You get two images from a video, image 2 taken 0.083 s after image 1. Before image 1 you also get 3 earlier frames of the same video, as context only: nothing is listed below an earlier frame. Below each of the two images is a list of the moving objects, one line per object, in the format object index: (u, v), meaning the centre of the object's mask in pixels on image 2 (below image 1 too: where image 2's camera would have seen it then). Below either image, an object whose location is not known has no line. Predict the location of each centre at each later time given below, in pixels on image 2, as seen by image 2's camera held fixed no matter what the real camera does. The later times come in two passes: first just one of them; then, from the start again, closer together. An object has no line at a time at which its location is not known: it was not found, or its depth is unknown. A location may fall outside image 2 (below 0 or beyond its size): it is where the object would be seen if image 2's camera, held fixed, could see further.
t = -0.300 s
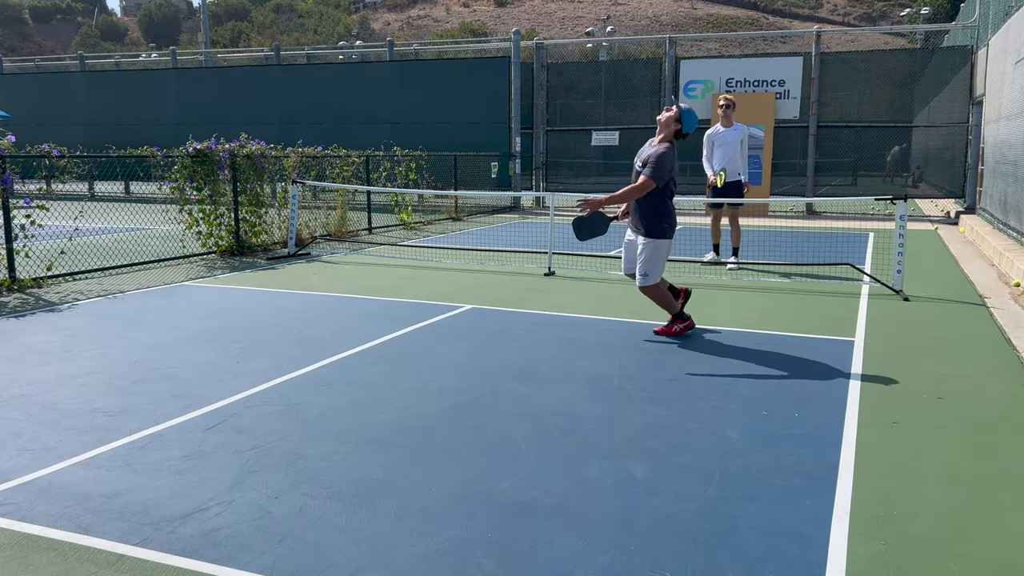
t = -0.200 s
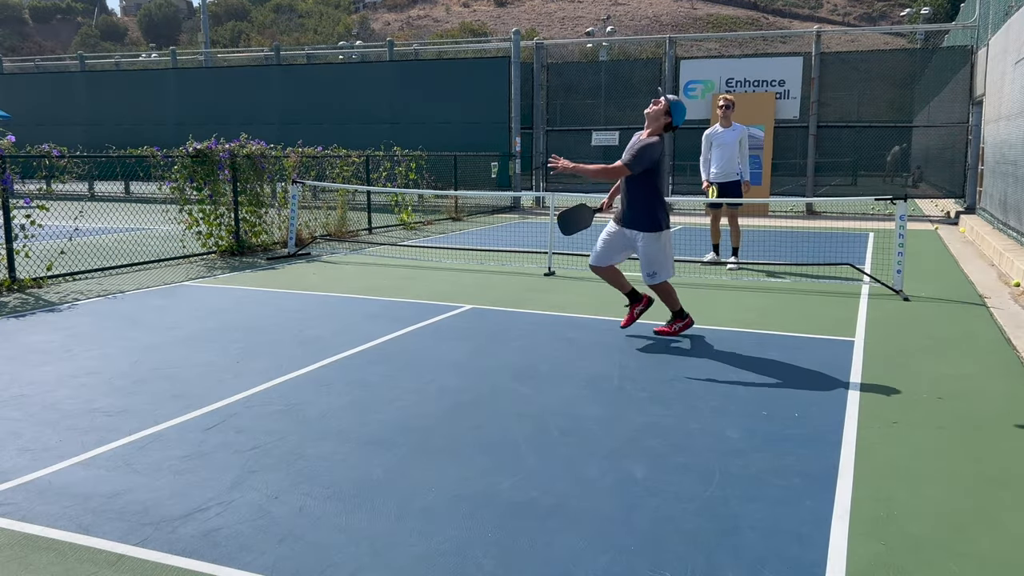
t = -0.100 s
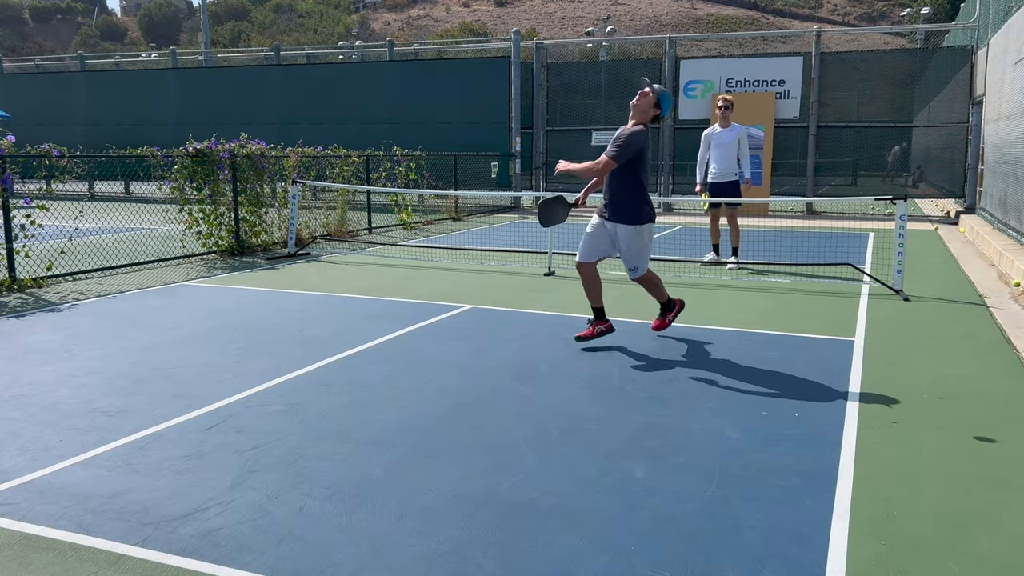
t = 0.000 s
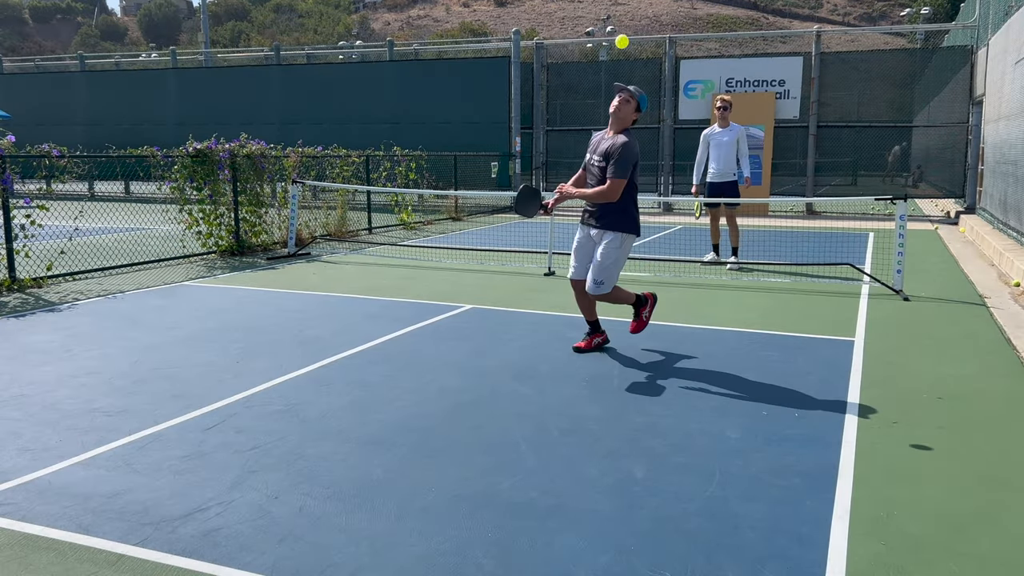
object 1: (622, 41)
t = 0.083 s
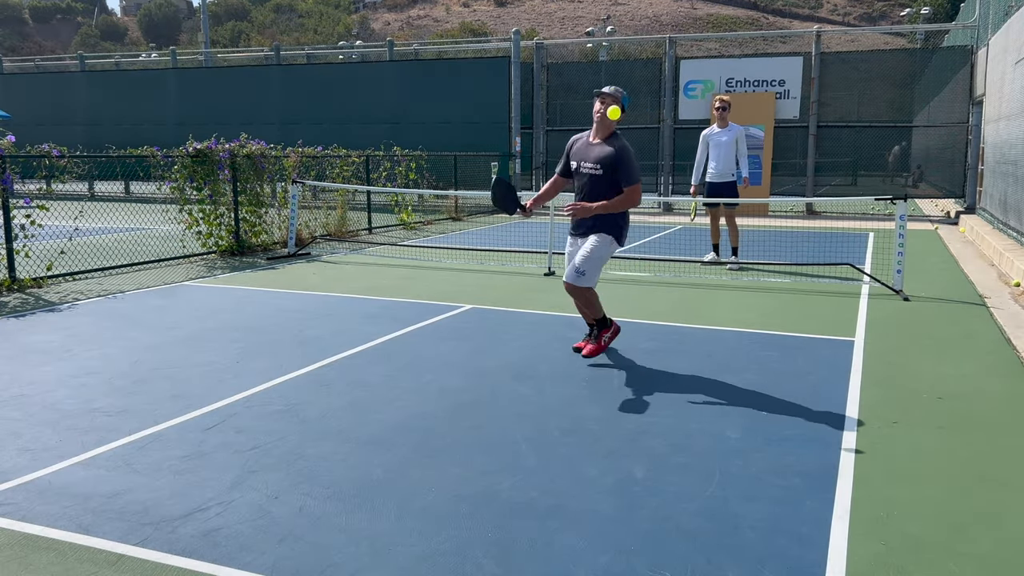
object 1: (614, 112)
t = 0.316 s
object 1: (589, 410)
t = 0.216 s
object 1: (599, 264)
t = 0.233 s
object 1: (598, 286)
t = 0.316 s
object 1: (589, 410)
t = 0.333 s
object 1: (587, 423)
